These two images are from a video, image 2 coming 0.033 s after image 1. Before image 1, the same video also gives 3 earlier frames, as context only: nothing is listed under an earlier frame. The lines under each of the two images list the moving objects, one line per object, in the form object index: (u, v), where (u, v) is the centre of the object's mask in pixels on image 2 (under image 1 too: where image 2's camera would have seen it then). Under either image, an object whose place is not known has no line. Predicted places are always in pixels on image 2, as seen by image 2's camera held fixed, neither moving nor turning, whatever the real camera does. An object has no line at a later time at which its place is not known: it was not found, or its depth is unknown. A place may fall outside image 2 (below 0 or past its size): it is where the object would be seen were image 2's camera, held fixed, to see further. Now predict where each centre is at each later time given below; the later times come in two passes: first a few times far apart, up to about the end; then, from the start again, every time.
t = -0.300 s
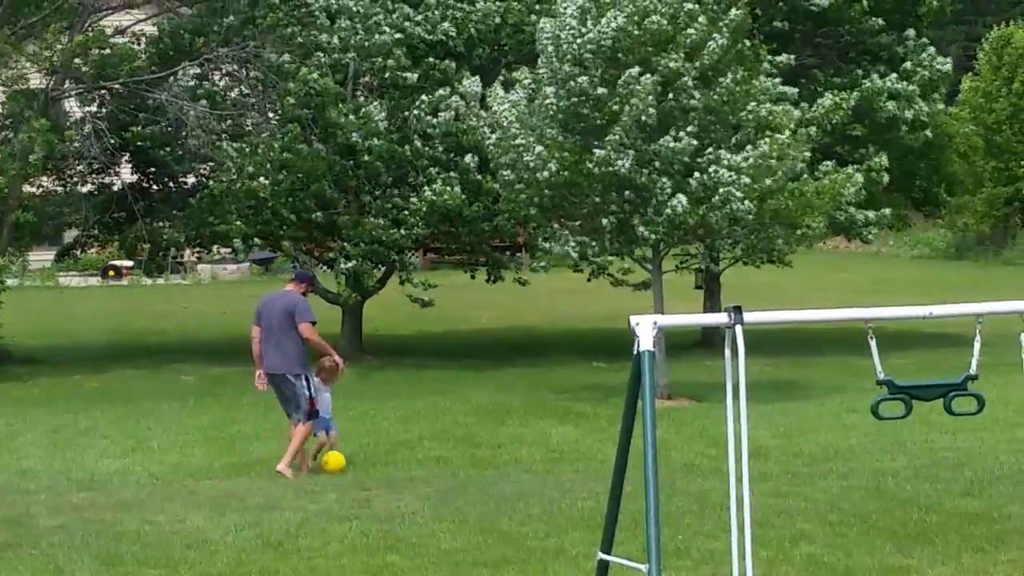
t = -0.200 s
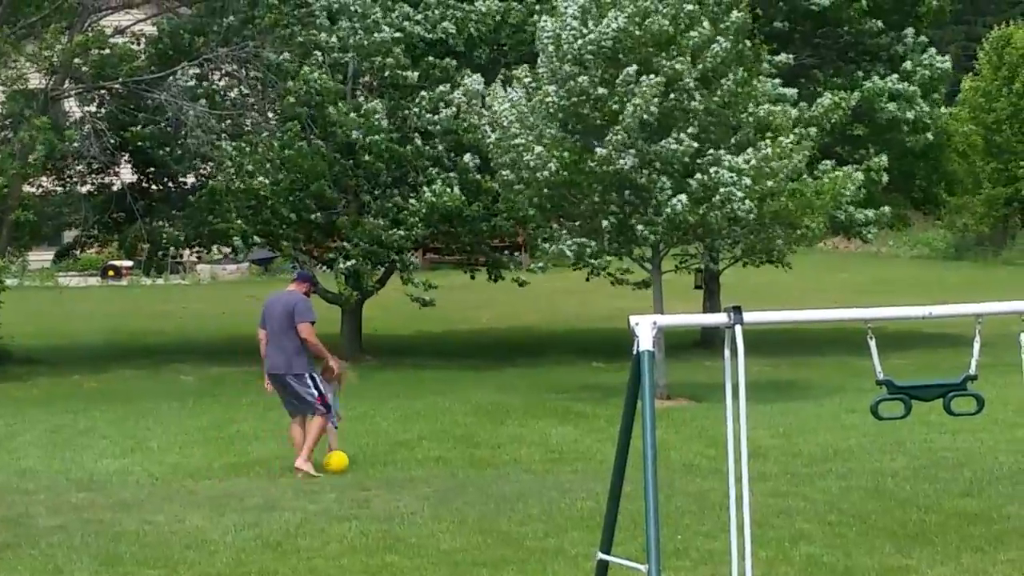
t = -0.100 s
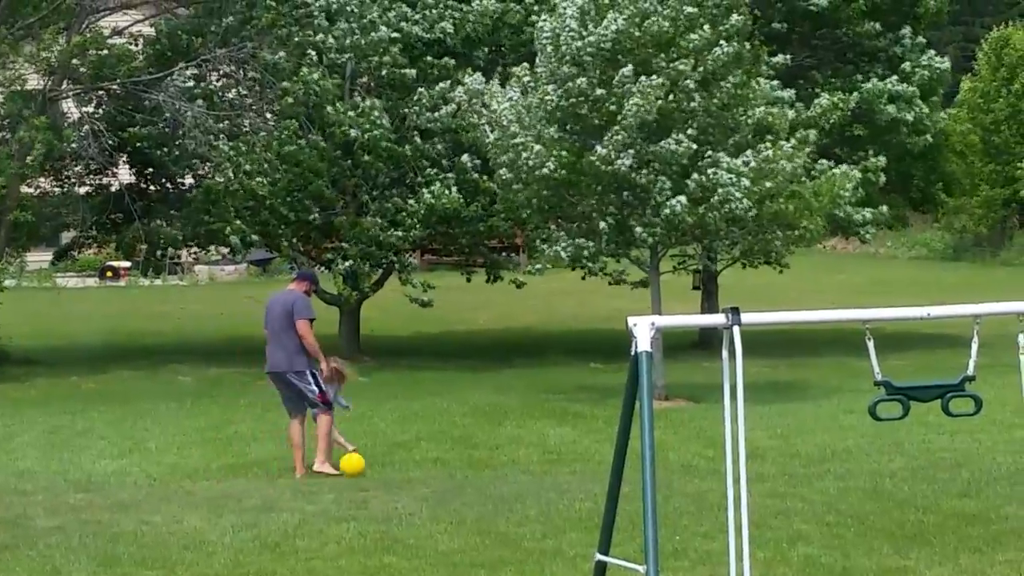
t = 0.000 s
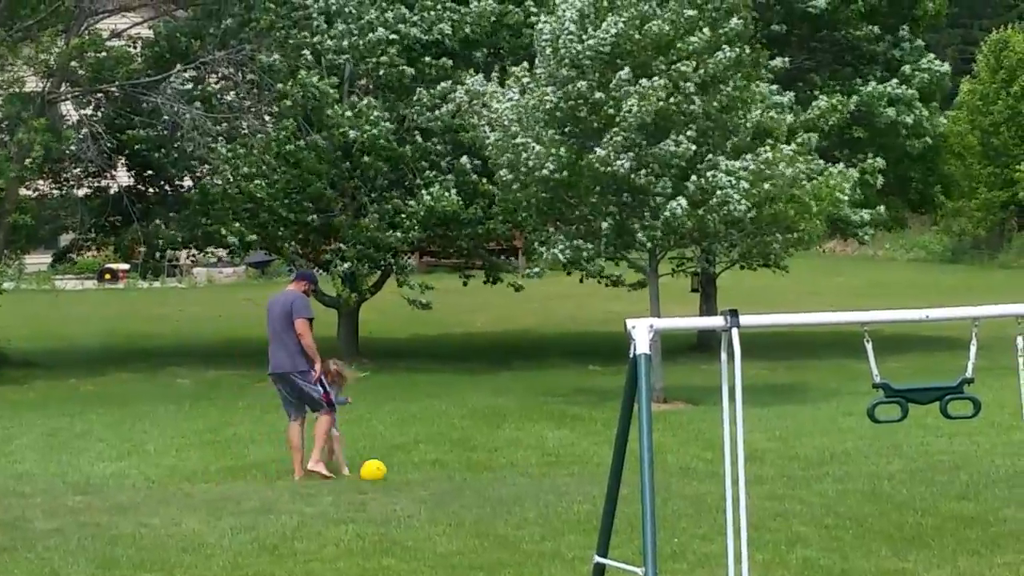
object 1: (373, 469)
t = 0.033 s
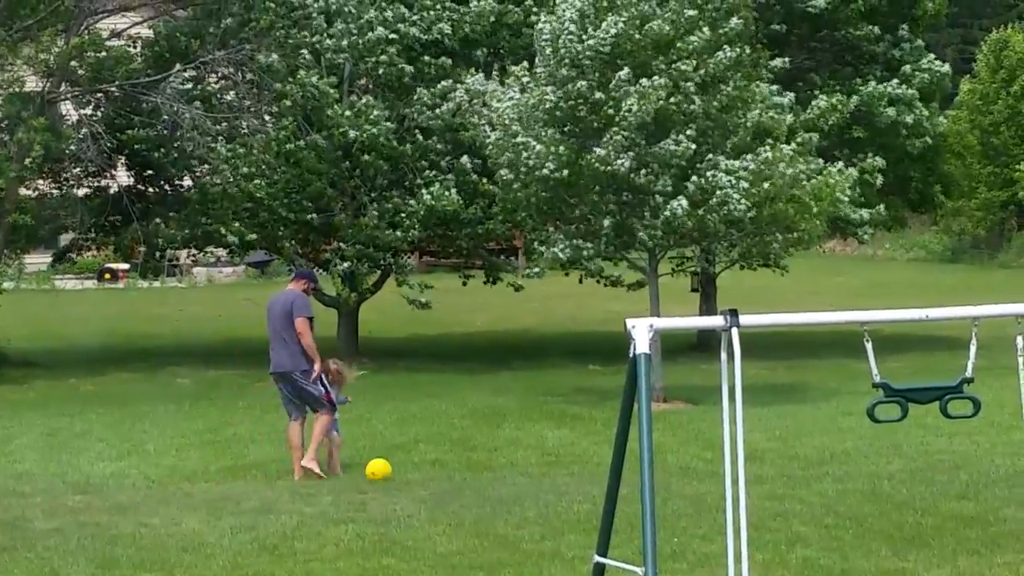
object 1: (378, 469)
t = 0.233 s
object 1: (407, 472)
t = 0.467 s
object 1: (432, 475)
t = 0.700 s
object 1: (456, 477)
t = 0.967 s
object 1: (483, 482)
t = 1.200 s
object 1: (510, 480)
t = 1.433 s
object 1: (531, 481)
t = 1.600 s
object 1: (541, 481)
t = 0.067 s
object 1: (383, 469)
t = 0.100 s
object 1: (388, 468)
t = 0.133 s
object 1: (393, 468)
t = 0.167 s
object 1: (398, 470)
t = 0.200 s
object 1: (403, 472)
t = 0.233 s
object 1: (407, 472)
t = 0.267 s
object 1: (411, 472)
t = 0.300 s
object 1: (414, 473)
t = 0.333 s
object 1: (418, 473)
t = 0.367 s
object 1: (421, 474)
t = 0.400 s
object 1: (425, 474)
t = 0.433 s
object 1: (428, 475)
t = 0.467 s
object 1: (432, 475)
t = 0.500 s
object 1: (436, 474)
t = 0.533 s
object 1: (439, 475)
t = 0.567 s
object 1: (442, 476)
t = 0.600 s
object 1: (446, 477)
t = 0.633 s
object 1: (449, 477)
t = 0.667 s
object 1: (452, 477)
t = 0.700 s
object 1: (456, 477)
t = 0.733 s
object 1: (459, 477)
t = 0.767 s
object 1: (463, 478)
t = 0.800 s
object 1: (466, 478)
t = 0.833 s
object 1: (469, 478)
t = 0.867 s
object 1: (473, 479)
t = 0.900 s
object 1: (476, 479)
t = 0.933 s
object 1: (479, 480)
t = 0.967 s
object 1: (483, 482)
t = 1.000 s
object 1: (486, 482)
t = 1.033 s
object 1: (490, 482)
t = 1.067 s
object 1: (495, 481)
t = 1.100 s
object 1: (499, 480)
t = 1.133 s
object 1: (503, 480)
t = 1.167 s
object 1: (506, 480)
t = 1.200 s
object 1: (510, 480)
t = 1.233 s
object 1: (514, 480)
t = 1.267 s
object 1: (517, 481)
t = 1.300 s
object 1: (520, 481)
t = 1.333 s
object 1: (523, 481)
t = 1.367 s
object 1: (525, 481)
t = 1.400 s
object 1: (528, 481)
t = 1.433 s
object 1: (531, 481)
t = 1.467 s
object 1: (534, 481)
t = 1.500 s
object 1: (536, 481)
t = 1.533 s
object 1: (538, 481)
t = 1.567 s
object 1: (539, 481)
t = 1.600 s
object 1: (541, 481)
